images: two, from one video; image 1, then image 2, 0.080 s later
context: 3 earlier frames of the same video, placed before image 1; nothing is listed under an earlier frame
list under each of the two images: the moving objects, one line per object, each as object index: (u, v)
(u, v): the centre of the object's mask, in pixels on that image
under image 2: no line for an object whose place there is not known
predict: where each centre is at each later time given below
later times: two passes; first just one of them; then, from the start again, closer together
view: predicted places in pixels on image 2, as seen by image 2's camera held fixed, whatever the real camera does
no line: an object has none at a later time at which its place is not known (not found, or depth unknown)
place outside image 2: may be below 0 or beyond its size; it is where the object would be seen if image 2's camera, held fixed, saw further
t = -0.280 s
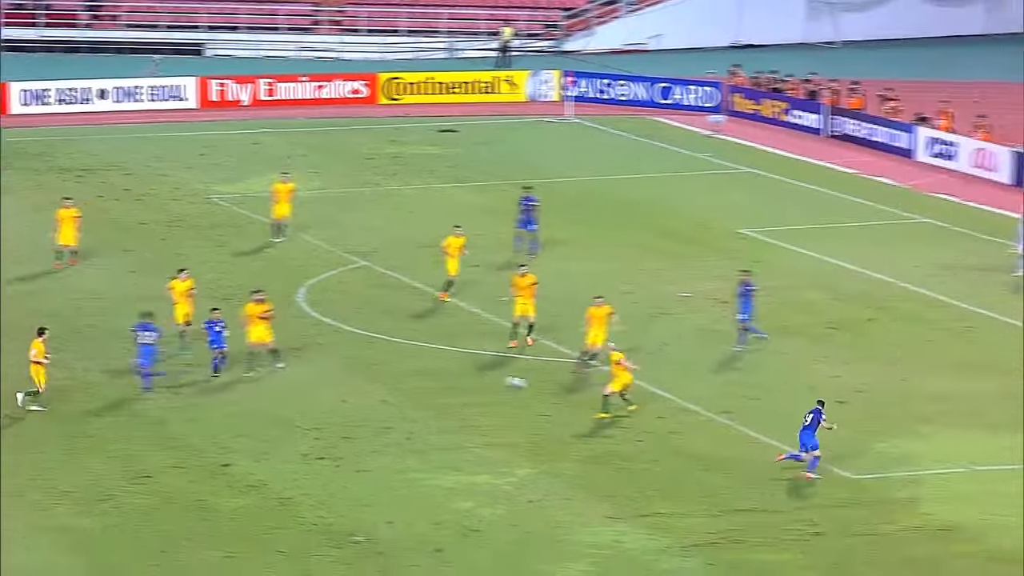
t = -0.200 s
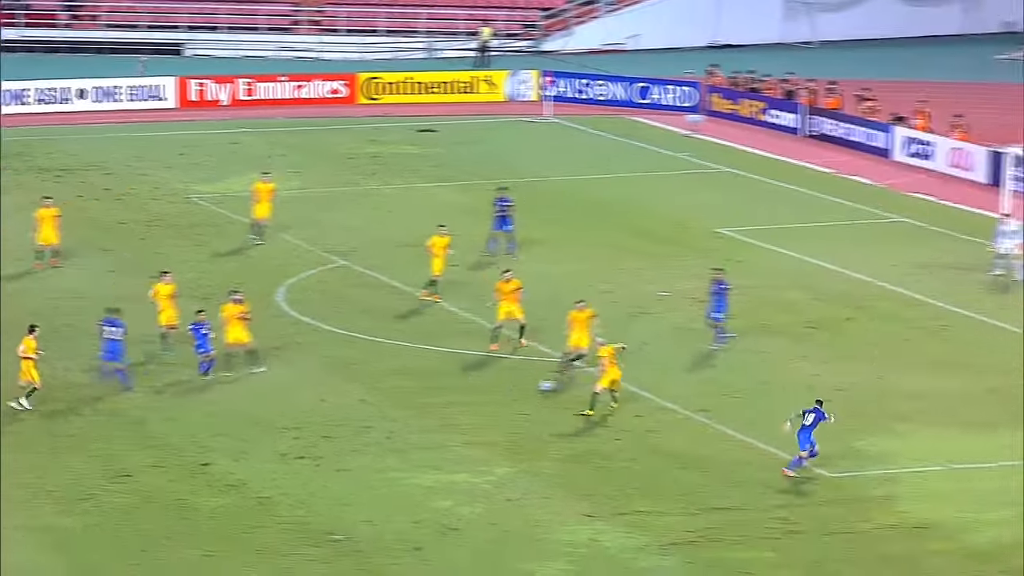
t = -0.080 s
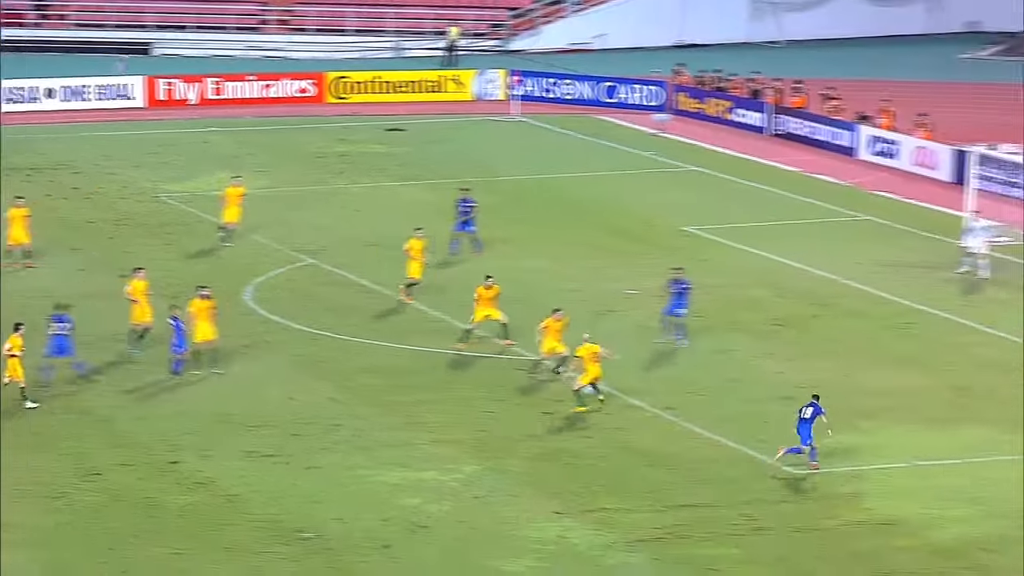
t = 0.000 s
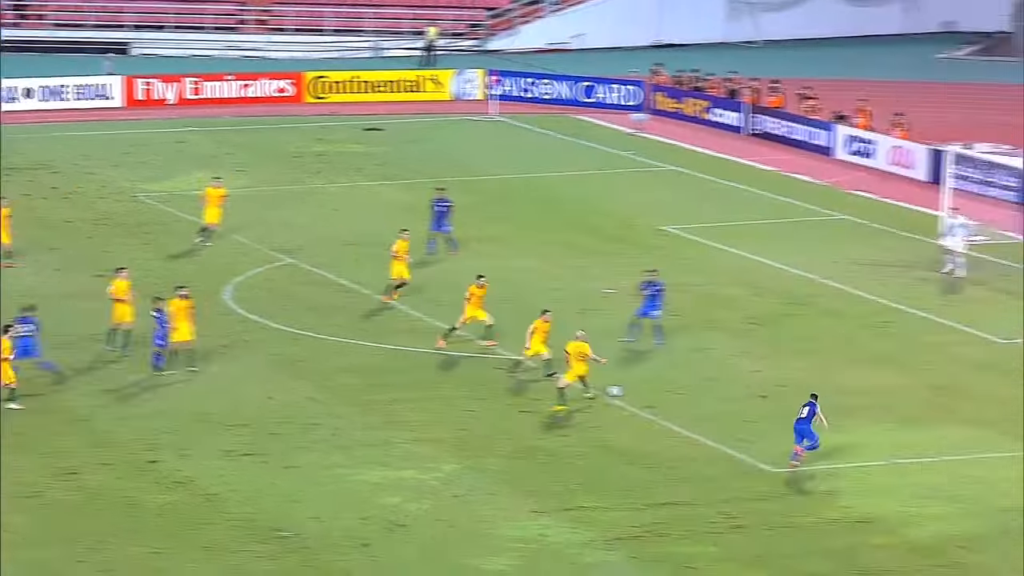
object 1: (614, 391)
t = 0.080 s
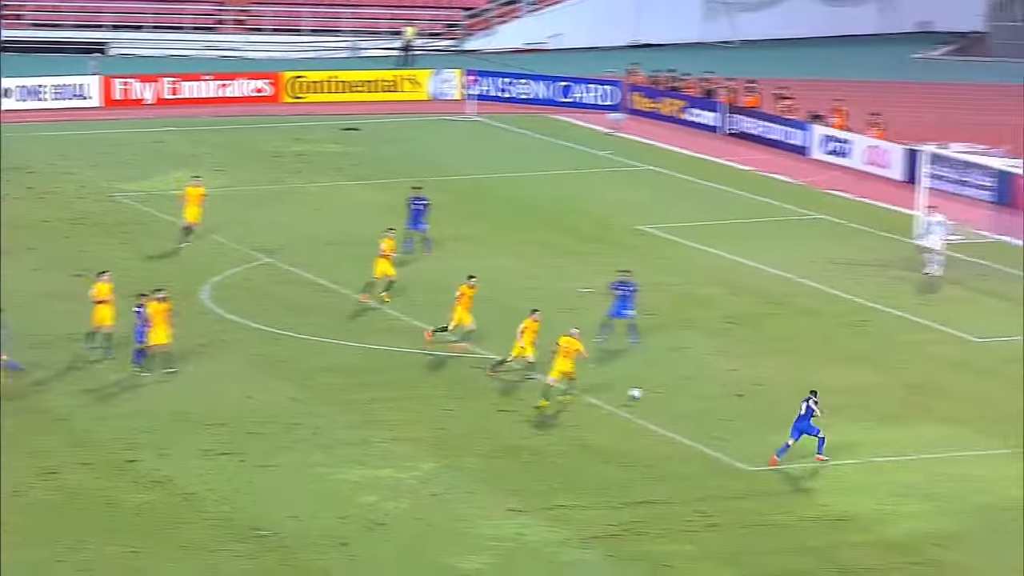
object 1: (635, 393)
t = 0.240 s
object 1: (716, 399)
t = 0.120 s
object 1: (657, 395)
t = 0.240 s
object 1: (716, 399)
